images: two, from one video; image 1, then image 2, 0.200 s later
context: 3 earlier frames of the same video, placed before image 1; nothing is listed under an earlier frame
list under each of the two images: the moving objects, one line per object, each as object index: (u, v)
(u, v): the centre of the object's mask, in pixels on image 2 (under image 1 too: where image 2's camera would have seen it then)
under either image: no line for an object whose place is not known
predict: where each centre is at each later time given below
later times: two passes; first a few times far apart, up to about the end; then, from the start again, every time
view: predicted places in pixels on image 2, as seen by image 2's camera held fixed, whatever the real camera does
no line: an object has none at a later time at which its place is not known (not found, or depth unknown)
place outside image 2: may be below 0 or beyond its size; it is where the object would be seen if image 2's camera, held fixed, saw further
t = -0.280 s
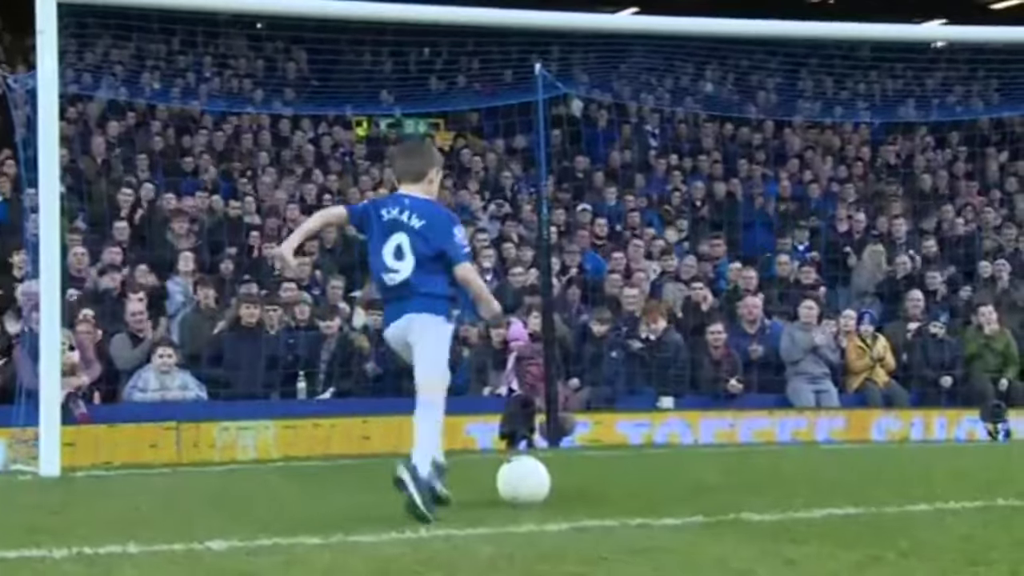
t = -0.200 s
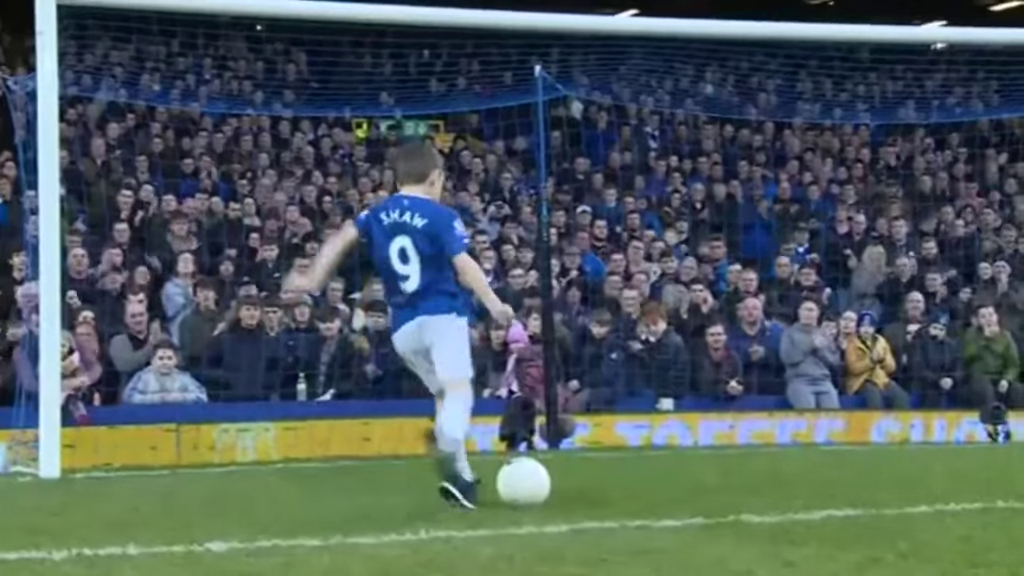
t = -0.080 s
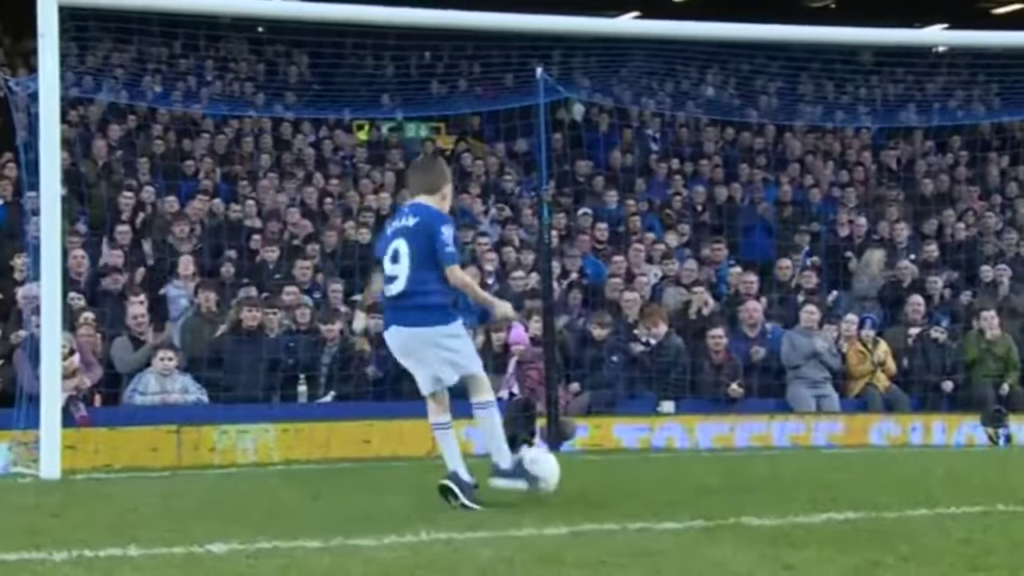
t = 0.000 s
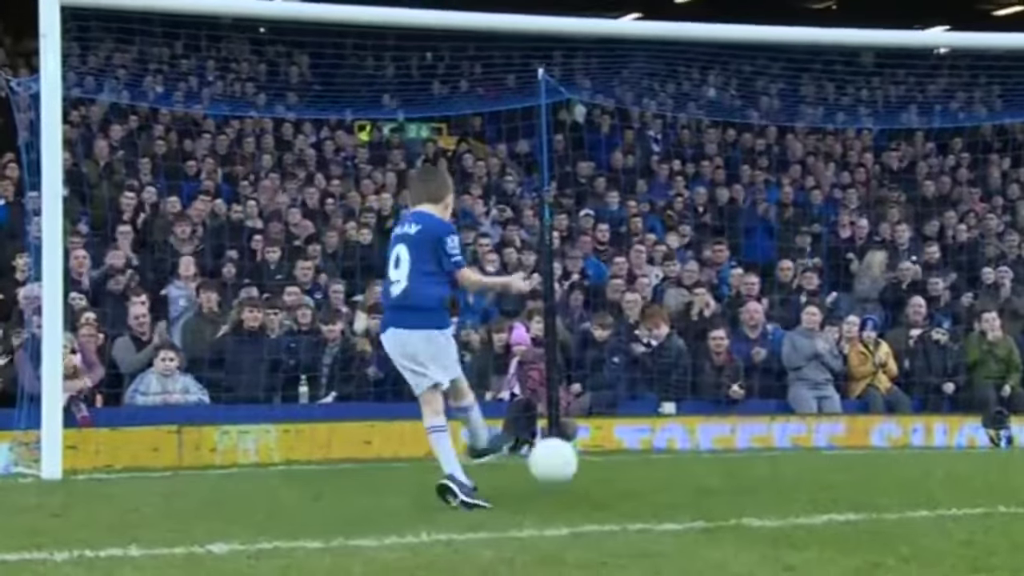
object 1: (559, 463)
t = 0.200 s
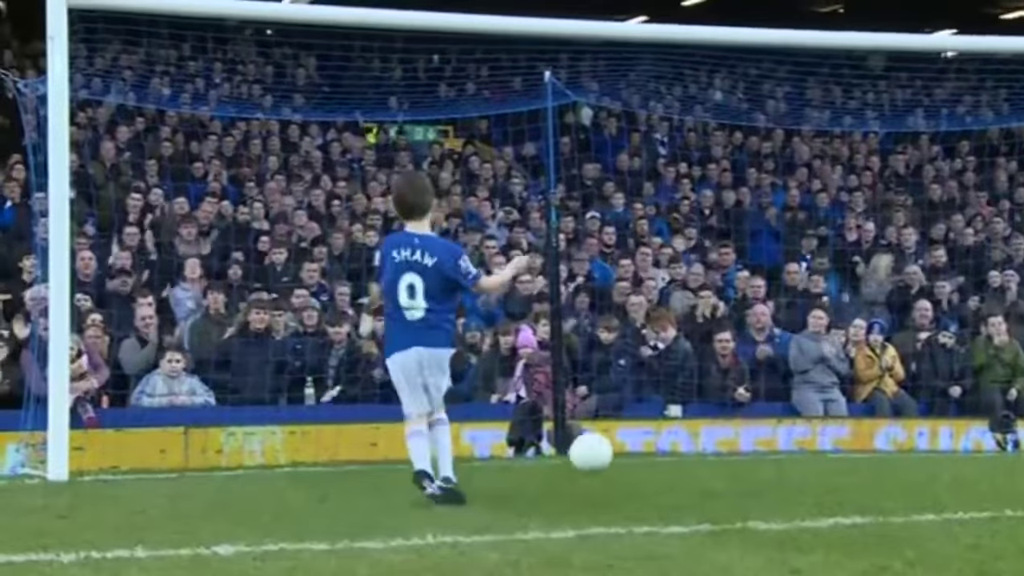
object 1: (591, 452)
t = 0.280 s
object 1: (599, 453)
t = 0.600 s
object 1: (621, 442)
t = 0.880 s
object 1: (633, 446)
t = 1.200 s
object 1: (689, 380)
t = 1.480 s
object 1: (757, 419)
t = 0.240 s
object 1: (595, 452)
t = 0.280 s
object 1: (599, 453)
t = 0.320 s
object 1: (604, 449)
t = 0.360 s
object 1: (608, 445)
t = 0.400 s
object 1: (611, 444)
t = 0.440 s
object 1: (613, 445)
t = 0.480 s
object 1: (616, 447)
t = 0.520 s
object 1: (618, 445)
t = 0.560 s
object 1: (620, 442)
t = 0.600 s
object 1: (621, 442)
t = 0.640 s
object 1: (624, 442)
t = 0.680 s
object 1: (625, 441)
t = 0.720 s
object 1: (627, 439)
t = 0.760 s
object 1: (629, 439)
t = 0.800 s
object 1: (630, 441)
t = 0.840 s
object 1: (631, 444)
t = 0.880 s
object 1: (633, 446)
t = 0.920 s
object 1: (635, 443)
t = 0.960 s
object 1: (641, 428)
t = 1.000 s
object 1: (649, 415)
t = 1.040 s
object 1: (656, 404)
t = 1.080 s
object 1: (663, 395)
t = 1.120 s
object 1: (671, 389)
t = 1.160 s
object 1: (680, 383)
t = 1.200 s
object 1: (689, 380)
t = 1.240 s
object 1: (698, 379)
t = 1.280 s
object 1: (708, 380)
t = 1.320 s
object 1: (718, 383)
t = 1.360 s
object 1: (728, 389)
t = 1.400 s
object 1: (737, 396)
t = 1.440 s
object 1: (747, 406)
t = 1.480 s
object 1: (757, 419)
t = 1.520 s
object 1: (768, 434)
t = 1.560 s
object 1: (778, 446)
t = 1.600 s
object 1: (783, 442)
